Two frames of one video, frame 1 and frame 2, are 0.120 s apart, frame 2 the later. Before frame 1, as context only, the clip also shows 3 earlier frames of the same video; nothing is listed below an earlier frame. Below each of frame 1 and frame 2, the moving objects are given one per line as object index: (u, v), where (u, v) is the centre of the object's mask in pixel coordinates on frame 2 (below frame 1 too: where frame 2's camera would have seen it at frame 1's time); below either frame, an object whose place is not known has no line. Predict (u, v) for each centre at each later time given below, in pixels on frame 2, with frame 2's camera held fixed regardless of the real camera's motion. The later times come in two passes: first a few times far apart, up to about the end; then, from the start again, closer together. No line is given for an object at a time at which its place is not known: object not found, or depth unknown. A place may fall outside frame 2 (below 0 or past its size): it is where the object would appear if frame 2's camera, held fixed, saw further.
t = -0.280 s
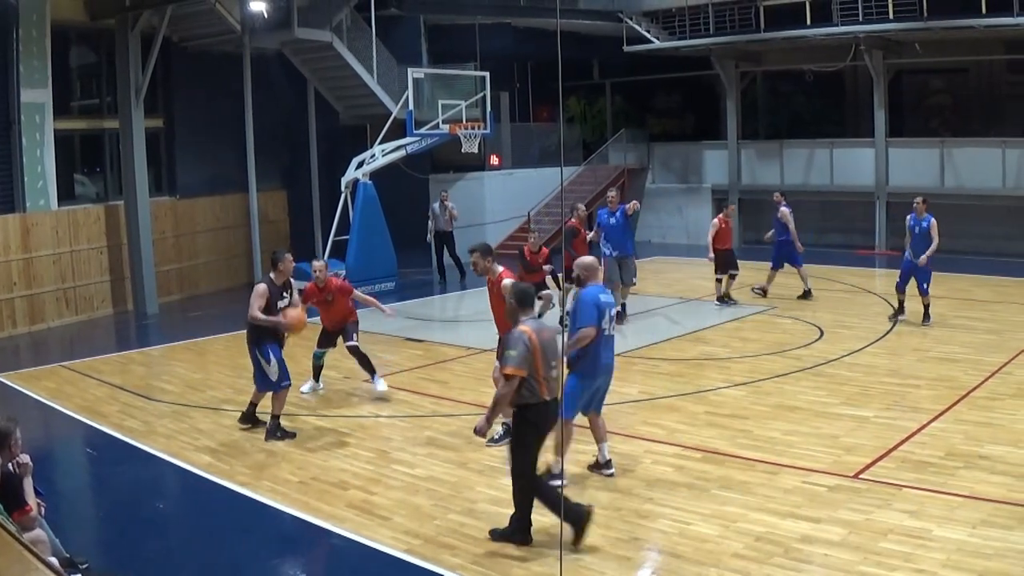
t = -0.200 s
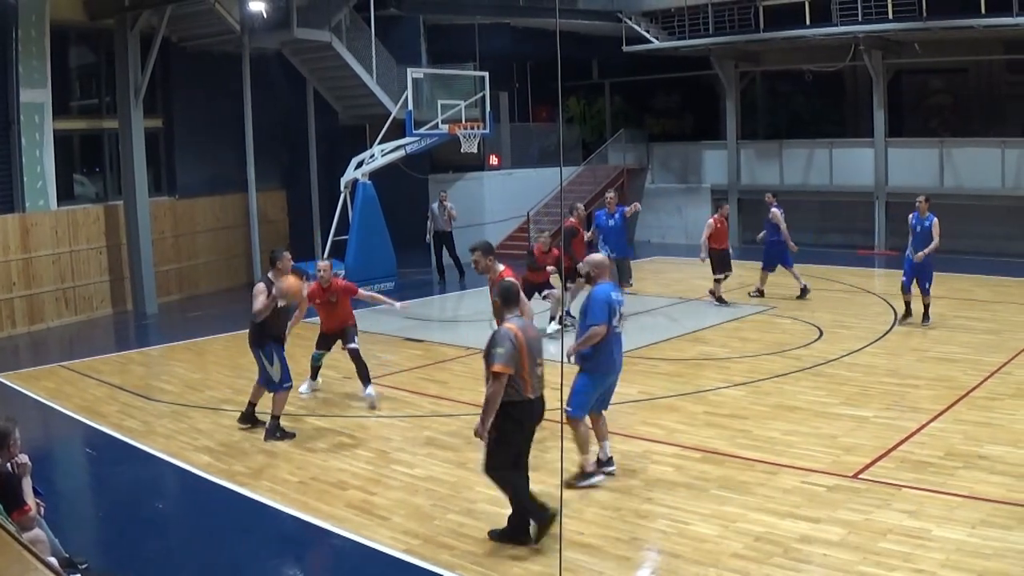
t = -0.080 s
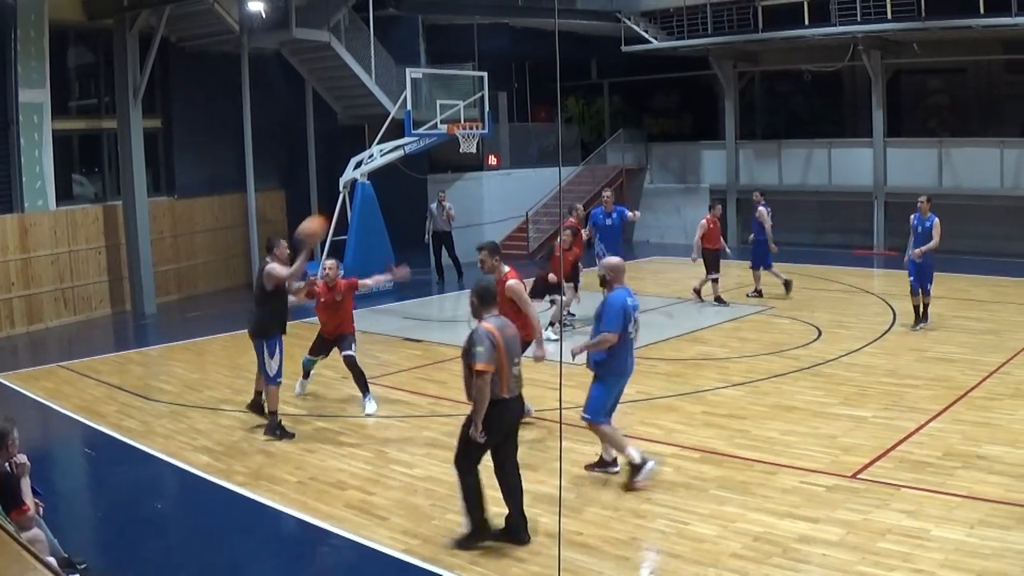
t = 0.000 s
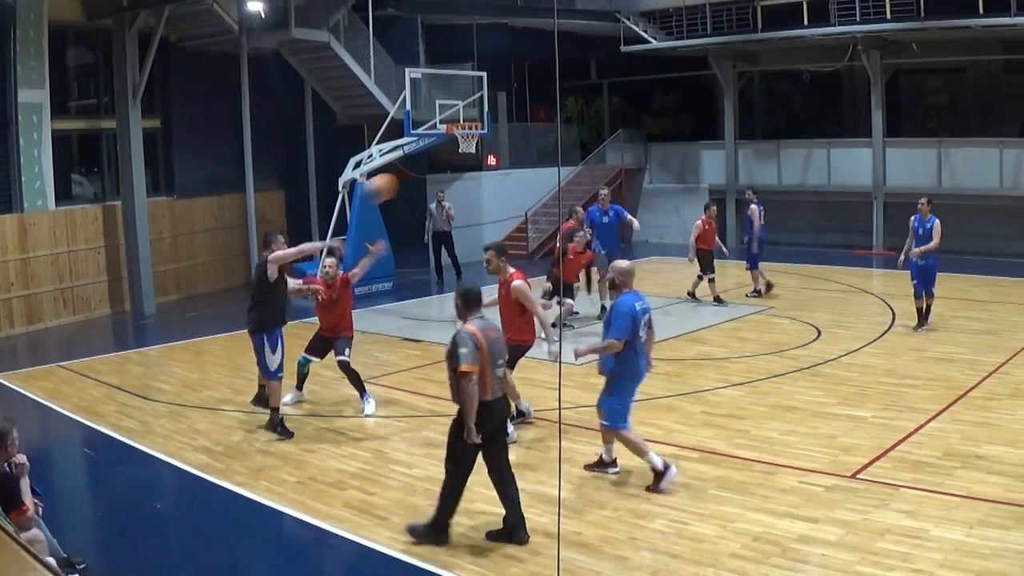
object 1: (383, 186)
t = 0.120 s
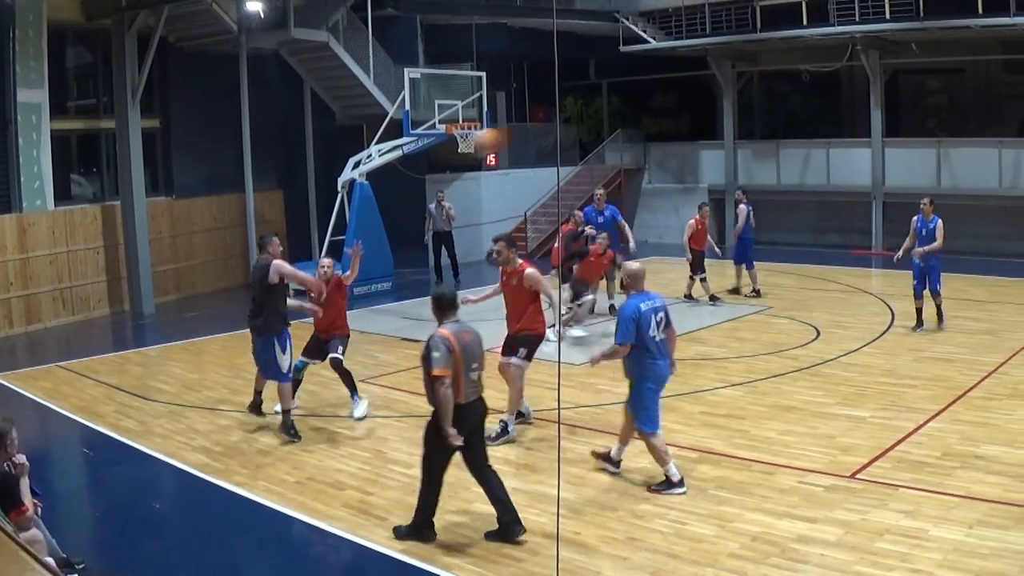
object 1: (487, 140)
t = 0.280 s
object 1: (612, 107)
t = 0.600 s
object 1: (817, 113)
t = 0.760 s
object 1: (898, 142)
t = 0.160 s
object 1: (519, 129)
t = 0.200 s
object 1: (549, 118)
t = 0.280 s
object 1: (612, 107)
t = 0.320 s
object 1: (640, 103)
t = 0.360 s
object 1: (669, 100)
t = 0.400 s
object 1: (695, 99)
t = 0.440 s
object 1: (722, 99)
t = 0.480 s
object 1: (748, 100)
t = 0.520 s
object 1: (771, 104)
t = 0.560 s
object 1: (794, 108)
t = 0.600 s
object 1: (817, 113)
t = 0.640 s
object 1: (839, 119)
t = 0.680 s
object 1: (858, 126)
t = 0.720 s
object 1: (879, 134)
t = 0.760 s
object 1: (898, 142)
